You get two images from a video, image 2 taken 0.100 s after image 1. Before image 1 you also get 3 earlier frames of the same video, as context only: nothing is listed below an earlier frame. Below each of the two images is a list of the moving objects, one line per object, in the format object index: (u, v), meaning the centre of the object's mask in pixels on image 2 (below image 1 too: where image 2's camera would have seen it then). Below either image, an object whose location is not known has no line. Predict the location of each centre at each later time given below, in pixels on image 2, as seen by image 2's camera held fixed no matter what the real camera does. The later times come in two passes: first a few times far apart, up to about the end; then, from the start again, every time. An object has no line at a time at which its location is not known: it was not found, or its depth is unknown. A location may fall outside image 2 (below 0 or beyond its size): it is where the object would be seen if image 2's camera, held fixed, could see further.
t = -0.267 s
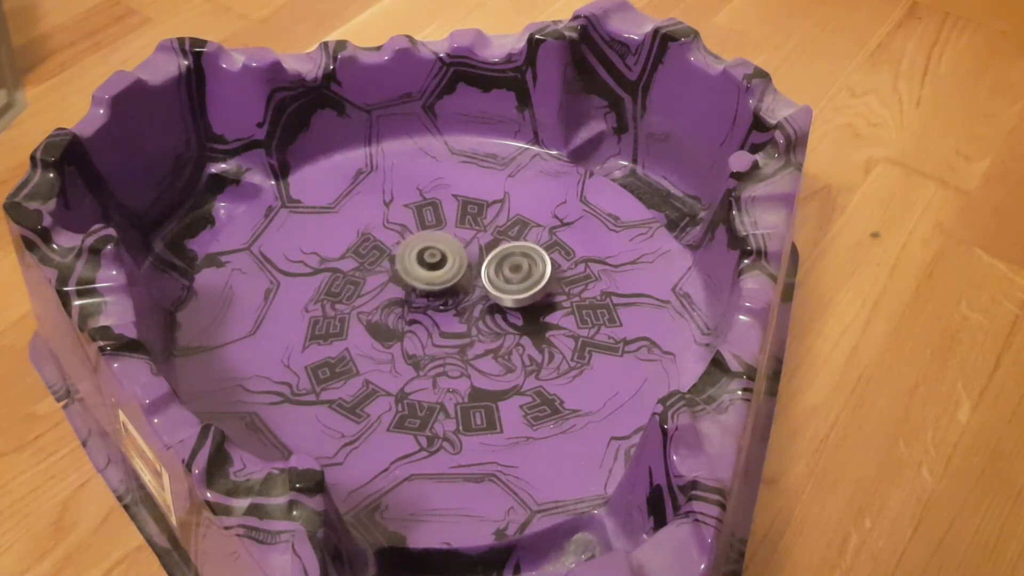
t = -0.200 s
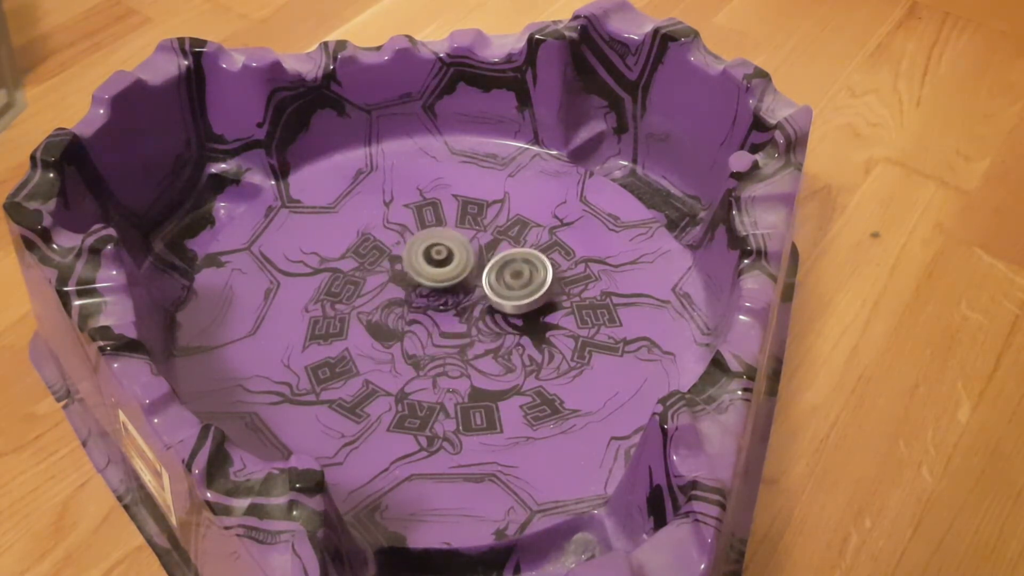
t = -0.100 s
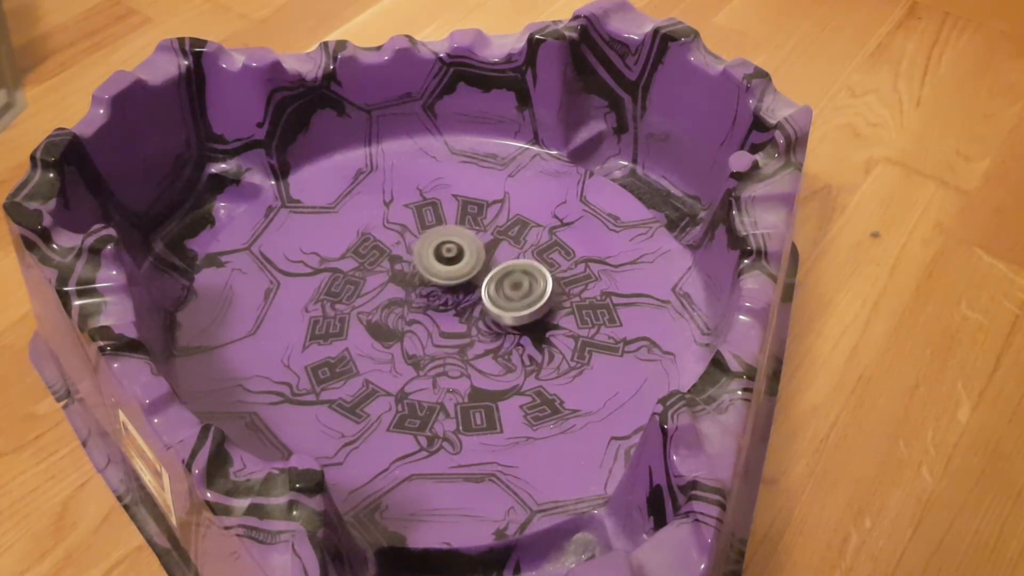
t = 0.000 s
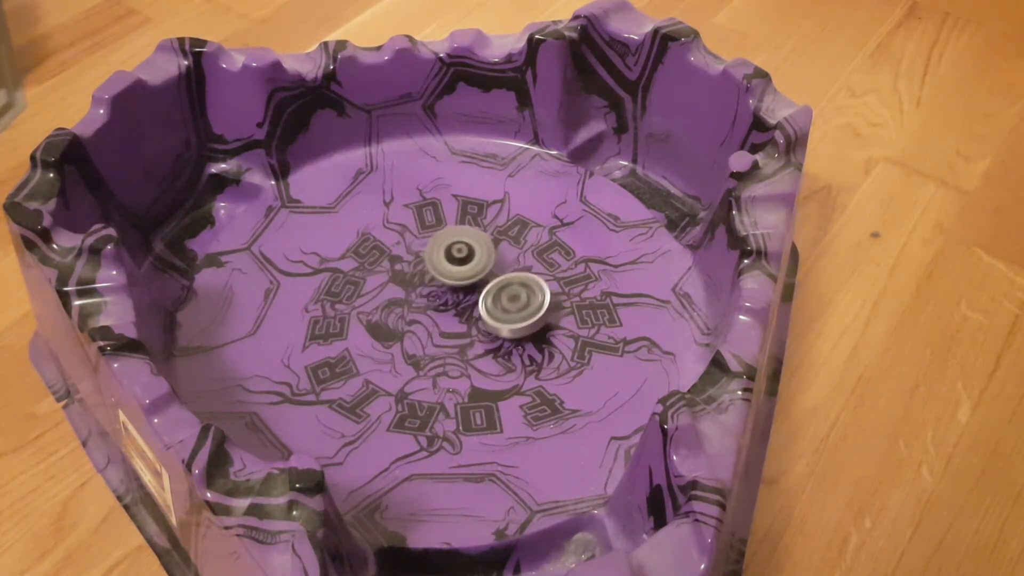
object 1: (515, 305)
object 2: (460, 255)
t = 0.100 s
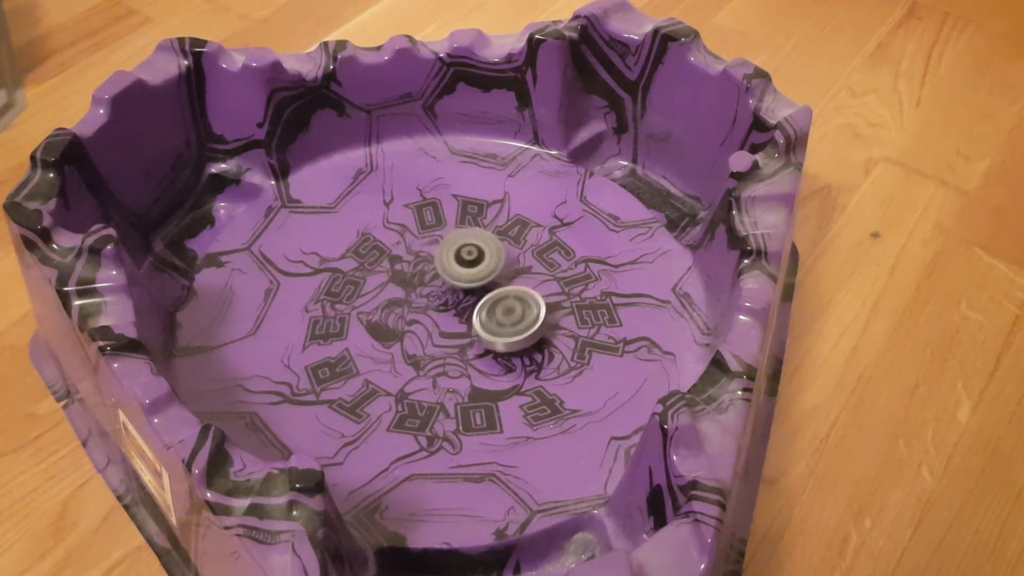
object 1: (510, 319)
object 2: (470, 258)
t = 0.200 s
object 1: (502, 332)
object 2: (479, 262)
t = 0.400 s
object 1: (487, 353)
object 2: (490, 278)
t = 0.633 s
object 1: (459, 365)
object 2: (485, 302)
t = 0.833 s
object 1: (376, 408)
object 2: (525, 254)
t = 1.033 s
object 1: (346, 411)
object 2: (522, 234)
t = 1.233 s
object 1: (337, 399)
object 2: (512, 226)
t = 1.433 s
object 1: (326, 369)
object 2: (494, 226)
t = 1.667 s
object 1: (325, 324)
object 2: (467, 239)
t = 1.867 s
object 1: (344, 288)
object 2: (442, 250)
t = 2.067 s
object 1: (340, 267)
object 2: (466, 256)
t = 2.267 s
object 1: (365, 255)
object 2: (479, 261)
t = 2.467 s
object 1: (403, 251)
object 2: (482, 272)
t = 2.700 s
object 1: (423, 240)
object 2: (501, 314)
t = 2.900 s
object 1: (451, 249)
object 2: (499, 334)
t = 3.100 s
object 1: (478, 267)
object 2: (482, 346)
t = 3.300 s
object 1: (498, 289)
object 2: (453, 344)
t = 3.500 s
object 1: (505, 313)
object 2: (431, 328)
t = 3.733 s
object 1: (501, 341)
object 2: (423, 303)
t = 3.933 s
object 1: (491, 359)
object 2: (432, 282)
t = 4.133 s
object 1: (468, 367)
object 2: (453, 270)
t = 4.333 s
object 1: (441, 365)
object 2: (477, 270)
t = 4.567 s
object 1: (407, 352)
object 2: (495, 284)
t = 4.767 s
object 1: (387, 332)
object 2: (490, 302)
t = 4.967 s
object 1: (378, 311)
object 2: (472, 318)
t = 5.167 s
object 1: (383, 288)
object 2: (445, 322)
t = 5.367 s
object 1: (394, 259)
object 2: (427, 322)
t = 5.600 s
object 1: (411, 238)
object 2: (415, 307)
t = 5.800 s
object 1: (432, 230)
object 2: (418, 292)
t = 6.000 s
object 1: (459, 232)
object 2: (430, 280)
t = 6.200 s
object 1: (489, 249)
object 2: (431, 289)
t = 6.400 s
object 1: (502, 275)
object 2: (429, 306)
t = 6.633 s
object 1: (497, 309)
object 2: (420, 321)
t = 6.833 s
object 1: (483, 335)
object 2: (409, 325)
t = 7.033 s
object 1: (459, 356)
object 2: (393, 318)
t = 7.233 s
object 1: (424, 364)
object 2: (391, 304)
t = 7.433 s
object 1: (389, 361)
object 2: (406, 293)
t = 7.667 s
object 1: (364, 347)
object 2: (430, 288)
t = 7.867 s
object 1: (355, 326)
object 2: (449, 295)
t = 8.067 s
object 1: (364, 302)
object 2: (459, 310)
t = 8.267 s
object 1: (389, 277)
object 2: (456, 325)
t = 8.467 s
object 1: (419, 257)
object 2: (442, 333)
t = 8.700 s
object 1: (456, 247)
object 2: (423, 327)
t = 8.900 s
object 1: (490, 251)
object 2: (416, 314)
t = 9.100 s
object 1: (514, 260)
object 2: (424, 299)
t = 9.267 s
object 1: (524, 272)
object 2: (437, 290)
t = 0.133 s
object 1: (508, 323)
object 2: (473, 259)
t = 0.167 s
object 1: (505, 328)
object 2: (476, 261)
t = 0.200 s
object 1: (502, 332)
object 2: (479, 262)
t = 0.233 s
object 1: (499, 336)
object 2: (481, 265)
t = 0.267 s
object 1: (497, 340)
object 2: (484, 267)
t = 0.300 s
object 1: (495, 343)
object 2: (486, 269)
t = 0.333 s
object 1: (492, 347)
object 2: (487, 272)
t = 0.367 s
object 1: (490, 350)
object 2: (489, 275)
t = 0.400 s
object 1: (487, 353)
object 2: (490, 278)
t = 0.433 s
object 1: (483, 355)
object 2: (490, 281)
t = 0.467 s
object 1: (480, 358)
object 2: (490, 285)
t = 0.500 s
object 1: (476, 360)
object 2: (489, 289)
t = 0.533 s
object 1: (472, 361)
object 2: (489, 292)
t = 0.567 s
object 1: (468, 363)
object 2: (488, 295)
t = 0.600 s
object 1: (463, 364)
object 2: (486, 299)
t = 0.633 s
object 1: (459, 365)
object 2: (485, 302)
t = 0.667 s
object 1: (454, 366)
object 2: (483, 306)
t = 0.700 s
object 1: (439, 375)
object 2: (489, 300)
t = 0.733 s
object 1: (420, 389)
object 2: (504, 284)
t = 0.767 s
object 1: (399, 398)
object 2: (515, 271)
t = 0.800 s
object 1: (386, 404)
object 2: (523, 261)
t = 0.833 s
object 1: (376, 408)
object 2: (525, 254)
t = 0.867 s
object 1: (367, 410)
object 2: (527, 249)
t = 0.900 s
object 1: (361, 411)
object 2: (527, 245)
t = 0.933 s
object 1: (356, 411)
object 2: (526, 242)
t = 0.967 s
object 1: (352, 412)
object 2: (524, 239)
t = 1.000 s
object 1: (349, 411)
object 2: (523, 237)
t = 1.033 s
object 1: (346, 411)
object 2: (522, 234)
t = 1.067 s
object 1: (345, 410)
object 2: (521, 232)
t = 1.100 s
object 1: (343, 408)
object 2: (519, 230)
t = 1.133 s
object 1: (341, 406)
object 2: (518, 229)
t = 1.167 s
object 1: (340, 404)
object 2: (516, 228)
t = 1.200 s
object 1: (339, 402)
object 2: (514, 227)
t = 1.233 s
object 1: (337, 399)
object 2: (512, 226)
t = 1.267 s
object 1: (335, 395)
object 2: (510, 225)
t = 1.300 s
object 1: (334, 391)
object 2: (507, 225)
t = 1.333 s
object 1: (332, 386)
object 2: (504, 225)
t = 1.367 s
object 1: (330, 381)
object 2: (501, 225)
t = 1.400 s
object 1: (328, 376)
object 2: (497, 225)
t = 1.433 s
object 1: (326, 369)
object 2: (494, 226)
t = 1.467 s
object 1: (325, 363)
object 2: (490, 228)
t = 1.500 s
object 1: (324, 356)
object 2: (486, 229)
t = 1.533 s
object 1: (324, 351)
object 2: (483, 231)
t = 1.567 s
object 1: (323, 343)
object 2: (479, 232)
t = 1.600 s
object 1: (324, 337)
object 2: (475, 235)
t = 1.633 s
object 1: (324, 330)
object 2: (471, 236)
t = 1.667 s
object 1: (325, 324)
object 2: (467, 239)
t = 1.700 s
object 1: (327, 317)
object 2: (463, 240)
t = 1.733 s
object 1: (330, 311)
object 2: (458, 242)
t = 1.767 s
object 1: (333, 305)
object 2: (454, 244)
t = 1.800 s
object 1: (336, 300)
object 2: (449, 246)
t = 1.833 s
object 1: (339, 293)
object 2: (445, 248)
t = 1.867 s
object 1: (344, 288)
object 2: (442, 250)
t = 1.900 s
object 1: (348, 283)
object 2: (436, 252)
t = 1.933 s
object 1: (353, 278)
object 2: (432, 254)
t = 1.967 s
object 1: (356, 274)
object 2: (429, 255)
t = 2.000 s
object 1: (348, 270)
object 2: (445, 255)
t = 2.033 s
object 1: (341, 269)
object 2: (458, 256)
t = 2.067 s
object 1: (340, 267)
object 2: (466, 256)
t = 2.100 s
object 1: (341, 264)
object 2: (471, 257)
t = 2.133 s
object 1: (345, 262)
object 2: (473, 258)
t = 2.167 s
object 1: (350, 260)
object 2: (475, 258)
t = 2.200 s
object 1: (354, 258)
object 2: (476, 259)
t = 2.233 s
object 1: (359, 256)
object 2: (478, 260)
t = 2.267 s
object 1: (365, 255)
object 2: (479, 261)
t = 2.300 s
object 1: (371, 254)
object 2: (480, 262)
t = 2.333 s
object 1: (378, 253)
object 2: (480, 264)
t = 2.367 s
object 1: (384, 252)
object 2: (481, 266)
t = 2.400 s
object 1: (391, 252)
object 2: (482, 268)
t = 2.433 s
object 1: (397, 251)
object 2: (482, 270)
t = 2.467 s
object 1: (403, 251)
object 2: (482, 272)
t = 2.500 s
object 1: (409, 251)
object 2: (481, 275)
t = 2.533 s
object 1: (415, 251)
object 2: (480, 277)
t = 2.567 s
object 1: (420, 251)
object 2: (479, 280)
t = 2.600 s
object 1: (420, 247)
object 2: (488, 292)
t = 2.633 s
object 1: (419, 243)
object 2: (495, 301)
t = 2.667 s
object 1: (420, 241)
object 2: (499, 309)
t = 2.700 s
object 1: (423, 240)
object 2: (501, 314)
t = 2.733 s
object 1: (427, 241)
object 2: (502, 318)
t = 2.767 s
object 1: (431, 242)
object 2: (502, 322)
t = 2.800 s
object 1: (436, 243)
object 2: (501, 325)
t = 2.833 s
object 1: (441, 244)
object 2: (501, 328)
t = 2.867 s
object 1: (445, 247)
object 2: (500, 331)
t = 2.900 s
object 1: (451, 249)
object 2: (499, 334)
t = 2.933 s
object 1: (455, 251)
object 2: (497, 337)
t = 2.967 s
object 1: (460, 254)
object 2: (495, 340)
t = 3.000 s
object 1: (464, 257)
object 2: (492, 341)
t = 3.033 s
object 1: (469, 260)
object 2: (490, 343)
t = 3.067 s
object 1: (473, 263)
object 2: (486, 345)
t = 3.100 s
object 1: (478, 267)
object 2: (482, 346)
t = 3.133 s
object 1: (482, 270)
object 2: (477, 347)
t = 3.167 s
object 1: (485, 274)
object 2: (472, 348)
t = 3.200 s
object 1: (489, 277)
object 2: (467, 348)
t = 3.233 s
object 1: (492, 281)
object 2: (462, 347)
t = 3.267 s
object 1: (495, 285)
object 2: (457, 345)
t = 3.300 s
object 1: (498, 289)
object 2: (453, 344)
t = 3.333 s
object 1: (500, 293)
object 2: (448, 342)
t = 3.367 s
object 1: (501, 298)
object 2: (444, 340)
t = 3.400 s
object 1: (502, 302)
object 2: (440, 337)
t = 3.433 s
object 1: (504, 306)
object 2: (437, 334)
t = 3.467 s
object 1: (505, 309)
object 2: (434, 332)
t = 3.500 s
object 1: (505, 313)
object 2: (431, 328)
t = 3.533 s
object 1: (506, 318)
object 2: (428, 325)
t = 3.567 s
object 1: (505, 322)
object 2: (426, 322)
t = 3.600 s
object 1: (504, 326)
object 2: (425, 318)
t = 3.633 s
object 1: (503, 330)
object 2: (424, 314)
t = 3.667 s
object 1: (502, 334)
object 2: (423, 310)
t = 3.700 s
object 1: (501, 338)
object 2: (423, 306)
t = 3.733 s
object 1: (501, 341)
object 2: (423, 303)
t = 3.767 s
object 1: (499, 345)
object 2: (424, 299)
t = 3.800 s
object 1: (498, 348)
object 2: (425, 295)
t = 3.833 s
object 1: (497, 351)
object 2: (426, 292)
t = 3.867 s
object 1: (495, 354)
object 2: (428, 288)
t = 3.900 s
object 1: (493, 357)
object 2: (430, 285)
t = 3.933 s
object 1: (491, 359)
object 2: (432, 282)
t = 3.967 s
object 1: (487, 361)
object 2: (435, 279)
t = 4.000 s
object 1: (484, 363)
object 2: (438, 276)
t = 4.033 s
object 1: (480, 364)
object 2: (441, 274)
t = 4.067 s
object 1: (477, 366)
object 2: (445, 273)
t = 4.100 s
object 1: (472, 367)
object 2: (448, 271)
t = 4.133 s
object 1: (468, 367)
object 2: (453, 270)
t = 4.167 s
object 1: (464, 367)
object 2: (457, 269)
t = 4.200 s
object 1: (460, 368)
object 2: (461, 268)
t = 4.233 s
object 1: (455, 367)
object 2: (465, 268)
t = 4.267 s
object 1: (450, 367)
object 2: (469, 268)
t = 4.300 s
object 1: (445, 366)
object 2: (473, 269)
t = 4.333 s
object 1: (441, 365)
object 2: (477, 270)
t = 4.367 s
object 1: (435, 363)
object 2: (481, 271)
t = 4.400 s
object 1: (431, 362)
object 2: (484, 272)
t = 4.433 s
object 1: (426, 361)
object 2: (487, 274)
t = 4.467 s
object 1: (421, 359)
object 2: (490, 276)
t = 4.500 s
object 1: (416, 357)
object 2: (492, 278)
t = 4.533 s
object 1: (412, 355)
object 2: (494, 281)
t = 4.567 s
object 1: (407, 352)
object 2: (495, 284)
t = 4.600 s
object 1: (404, 349)
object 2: (495, 287)
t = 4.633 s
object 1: (400, 346)
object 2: (495, 290)
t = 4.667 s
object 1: (396, 342)
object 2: (494, 293)
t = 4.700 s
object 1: (393, 339)
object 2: (493, 296)
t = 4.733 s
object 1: (390, 336)
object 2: (492, 300)
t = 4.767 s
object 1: (387, 332)
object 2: (490, 302)
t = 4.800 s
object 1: (385, 329)
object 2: (489, 305)
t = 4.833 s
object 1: (382, 326)
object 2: (486, 307)
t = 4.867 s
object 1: (381, 322)
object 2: (483, 311)
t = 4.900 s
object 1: (380, 318)
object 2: (480, 313)
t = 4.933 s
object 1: (379, 314)
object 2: (477, 316)
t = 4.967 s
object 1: (378, 311)
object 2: (472, 318)
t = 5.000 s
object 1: (378, 307)
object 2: (467, 319)
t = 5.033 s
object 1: (378, 304)
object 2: (463, 321)
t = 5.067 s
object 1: (379, 300)
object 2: (459, 322)
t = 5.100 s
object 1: (380, 296)
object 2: (454, 322)
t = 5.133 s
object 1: (381, 292)
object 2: (450, 322)
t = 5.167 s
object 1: (383, 288)
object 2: (445, 322)
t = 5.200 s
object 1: (385, 284)
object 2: (441, 321)
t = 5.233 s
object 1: (387, 280)
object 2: (437, 320)
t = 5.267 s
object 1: (389, 275)
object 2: (434, 320)
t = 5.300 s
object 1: (390, 269)
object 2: (432, 323)
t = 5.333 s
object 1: (392, 263)
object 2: (430, 323)
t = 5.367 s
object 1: (394, 259)
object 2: (427, 322)
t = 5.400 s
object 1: (396, 256)
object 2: (424, 321)
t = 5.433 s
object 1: (398, 252)
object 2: (421, 319)
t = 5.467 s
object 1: (400, 249)
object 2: (419, 317)
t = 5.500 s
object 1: (402, 246)
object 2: (417, 315)
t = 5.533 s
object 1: (405, 243)
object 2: (416, 313)
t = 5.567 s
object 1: (408, 241)
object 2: (415, 310)
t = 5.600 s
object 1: (411, 238)
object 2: (415, 307)
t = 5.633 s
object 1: (414, 236)
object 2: (414, 305)
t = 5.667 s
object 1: (417, 235)
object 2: (414, 302)
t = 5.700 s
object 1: (420, 233)
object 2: (415, 299)
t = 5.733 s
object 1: (424, 232)
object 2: (416, 297)
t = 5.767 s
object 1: (428, 231)
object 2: (417, 294)
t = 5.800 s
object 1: (432, 230)
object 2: (418, 292)
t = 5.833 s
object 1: (436, 230)
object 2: (419, 289)
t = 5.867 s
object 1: (440, 230)
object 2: (421, 287)
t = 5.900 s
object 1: (444, 230)
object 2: (423, 285)
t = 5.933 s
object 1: (448, 230)
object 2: (425, 283)
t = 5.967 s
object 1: (453, 231)
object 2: (427, 282)
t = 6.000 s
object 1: (459, 232)
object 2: (430, 280)
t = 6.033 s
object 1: (464, 233)
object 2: (432, 279)
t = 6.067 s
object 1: (469, 234)
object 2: (433, 278)
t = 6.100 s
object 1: (475, 237)
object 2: (433, 280)
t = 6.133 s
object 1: (482, 241)
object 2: (432, 284)
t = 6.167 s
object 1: (486, 245)
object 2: (431, 287)
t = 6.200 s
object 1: (489, 249)
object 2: (431, 289)
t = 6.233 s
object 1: (493, 253)
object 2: (432, 292)
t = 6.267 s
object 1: (495, 258)
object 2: (432, 295)
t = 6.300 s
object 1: (497, 262)
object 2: (432, 298)
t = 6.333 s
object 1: (499, 266)
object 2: (431, 300)
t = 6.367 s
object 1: (501, 271)
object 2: (430, 303)
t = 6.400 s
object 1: (502, 275)
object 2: (429, 306)
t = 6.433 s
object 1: (503, 279)
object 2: (428, 309)
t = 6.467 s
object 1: (502, 284)
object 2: (427, 311)
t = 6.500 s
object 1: (502, 289)
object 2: (426, 314)
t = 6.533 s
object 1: (501, 294)
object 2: (424, 316)
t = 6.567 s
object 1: (500, 299)
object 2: (424, 317)
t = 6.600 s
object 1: (499, 304)
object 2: (422, 319)
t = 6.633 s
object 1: (497, 309)
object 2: (420, 321)
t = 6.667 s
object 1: (496, 314)
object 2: (418, 322)
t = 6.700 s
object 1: (493, 318)
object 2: (417, 324)
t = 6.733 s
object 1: (490, 322)
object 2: (415, 325)
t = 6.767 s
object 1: (488, 327)
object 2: (413, 326)
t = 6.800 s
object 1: (485, 331)
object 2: (411, 326)
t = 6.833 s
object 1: (483, 335)
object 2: (409, 325)
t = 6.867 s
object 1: (481, 340)
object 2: (405, 324)
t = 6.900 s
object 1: (478, 345)
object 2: (402, 323)
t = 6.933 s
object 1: (474, 348)
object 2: (399, 322)
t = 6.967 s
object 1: (469, 351)
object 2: (397, 321)
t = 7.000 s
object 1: (464, 354)
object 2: (395, 319)
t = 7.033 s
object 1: (459, 356)
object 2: (393, 318)
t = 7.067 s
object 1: (453, 358)
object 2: (392, 316)
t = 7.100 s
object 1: (448, 360)
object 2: (391, 313)
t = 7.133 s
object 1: (442, 361)
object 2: (390, 311)
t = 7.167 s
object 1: (435, 363)
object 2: (390, 309)
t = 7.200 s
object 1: (430, 363)
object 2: (390, 307)
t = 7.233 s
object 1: (424, 364)
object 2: (391, 304)
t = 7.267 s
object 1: (417, 365)
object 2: (392, 302)
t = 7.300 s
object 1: (411, 365)
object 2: (394, 300)
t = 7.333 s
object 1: (405, 364)
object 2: (396, 298)
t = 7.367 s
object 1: (399, 363)
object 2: (399, 296)
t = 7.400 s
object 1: (394, 362)
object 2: (402, 294)
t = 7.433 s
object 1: (389, 361)
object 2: (406, 293)
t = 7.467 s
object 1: (384, 360)
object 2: (409, 291)
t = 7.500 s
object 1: (380, 358)
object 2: (412, 290)
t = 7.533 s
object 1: (376, 356)
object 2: (416, 289)
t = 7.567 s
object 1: (373, 355)
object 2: (419, 289)
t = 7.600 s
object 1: (369, 352)
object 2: (423, 288)
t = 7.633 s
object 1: (367, 350)
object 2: (427, 288)
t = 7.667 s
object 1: (364, 347)
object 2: (430, 288)
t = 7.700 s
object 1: (362, 344)
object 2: (434, 288)
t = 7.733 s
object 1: (360, 340)
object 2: (437, 288)
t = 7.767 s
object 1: (358, 337)
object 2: (440, 290)
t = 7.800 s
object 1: (356, 333)
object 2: (443, 291)
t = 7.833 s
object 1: (356, 330)
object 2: (447, 293)
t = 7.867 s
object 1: (355, 326)
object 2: (449, 295)
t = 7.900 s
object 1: (356, 322)
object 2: (452, 297)
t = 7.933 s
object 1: (357, 318)
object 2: (454, 300)
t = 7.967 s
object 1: (358, 314)
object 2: (456, 302)
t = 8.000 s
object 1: (360, 310)
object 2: (457, 305)
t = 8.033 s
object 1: (362, 306)
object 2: (458, 308)
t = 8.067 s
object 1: (364, 302)
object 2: (459, 310)
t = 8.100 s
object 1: (367, 297)
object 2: (459, 313)
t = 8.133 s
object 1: (371, 293)
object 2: (459, 316)
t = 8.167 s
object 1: (375, 289)
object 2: (459, 318)
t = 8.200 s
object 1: (379, 285)
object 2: (459, 320)
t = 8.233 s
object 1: (384, 281)
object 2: (457, 323)
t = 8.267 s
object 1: (389, 277)
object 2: (456, 325)
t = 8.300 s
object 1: (394, 274)
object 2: (454, 327)
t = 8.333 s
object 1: (399, 270)
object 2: (452, 329)
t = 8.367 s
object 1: (404, 267)
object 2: (450, 331)
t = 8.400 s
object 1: (409, 263)
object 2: (448, 332)
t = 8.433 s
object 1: (414, 260)
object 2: (446, 332)
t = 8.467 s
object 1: (419, 257)
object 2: (442, 333)
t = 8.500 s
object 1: (424, 255)
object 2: (439, 333)
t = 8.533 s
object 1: (429, 253)
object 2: (436, 333)
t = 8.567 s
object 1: (434, 251)
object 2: (434, 333)
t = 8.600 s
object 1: (440, 250)
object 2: (431, 332)
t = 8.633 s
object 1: (445, 249)
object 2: (428, 330)
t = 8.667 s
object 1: (450, 248)
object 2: (426, 329)
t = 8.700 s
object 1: (456, 247)
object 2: (423, 327)
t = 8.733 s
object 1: (462, 247)
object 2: (421, 325)
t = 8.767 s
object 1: (467, 247)
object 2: (419, 324)
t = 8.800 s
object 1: (473, 248)
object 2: (418, 321)
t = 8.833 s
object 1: (479, 248)
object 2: (417, 319)
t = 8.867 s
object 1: (485, 250)
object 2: (416, 317)
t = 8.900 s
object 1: (490, 251)
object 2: (416, 314)
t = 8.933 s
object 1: (495, 252)
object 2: (417, 312)
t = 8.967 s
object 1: (499, 253)
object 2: (418, 309)
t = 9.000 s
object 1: (504, 254)
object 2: (419, 306)
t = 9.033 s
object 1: (507, 256)
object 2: (421, 304)
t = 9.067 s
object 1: (511, 258)
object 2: (423, 301)
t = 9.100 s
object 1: (514, 260)
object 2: (424, 299)
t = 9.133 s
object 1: (517, 262)
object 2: (426, 296)
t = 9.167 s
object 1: (519, 264)
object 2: (429, 294)
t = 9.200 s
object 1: (521, 266)
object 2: (431, 293)
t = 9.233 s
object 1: (523, 269)
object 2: (434, 291)
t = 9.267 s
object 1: (524, 272)
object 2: (437, 290)
